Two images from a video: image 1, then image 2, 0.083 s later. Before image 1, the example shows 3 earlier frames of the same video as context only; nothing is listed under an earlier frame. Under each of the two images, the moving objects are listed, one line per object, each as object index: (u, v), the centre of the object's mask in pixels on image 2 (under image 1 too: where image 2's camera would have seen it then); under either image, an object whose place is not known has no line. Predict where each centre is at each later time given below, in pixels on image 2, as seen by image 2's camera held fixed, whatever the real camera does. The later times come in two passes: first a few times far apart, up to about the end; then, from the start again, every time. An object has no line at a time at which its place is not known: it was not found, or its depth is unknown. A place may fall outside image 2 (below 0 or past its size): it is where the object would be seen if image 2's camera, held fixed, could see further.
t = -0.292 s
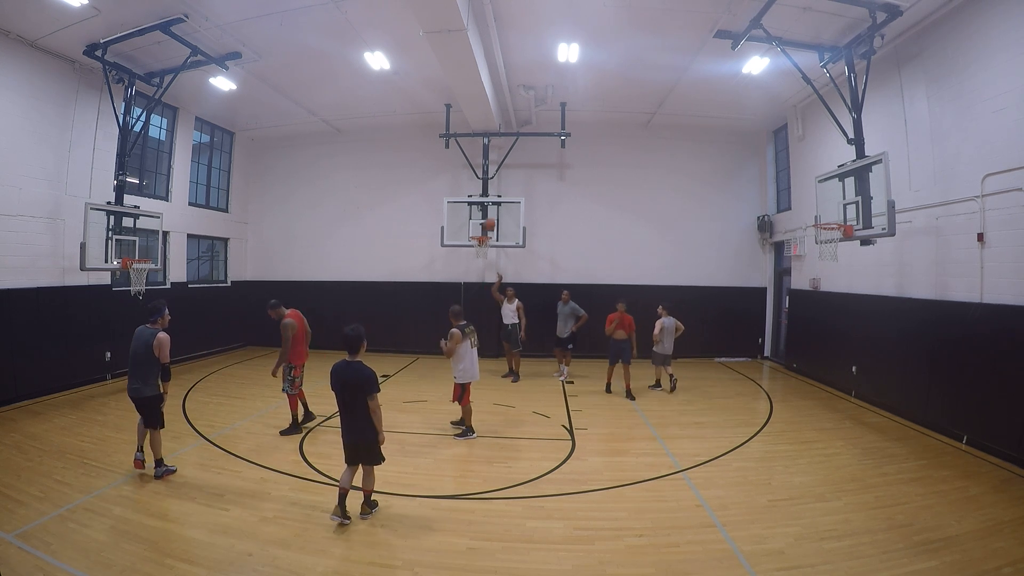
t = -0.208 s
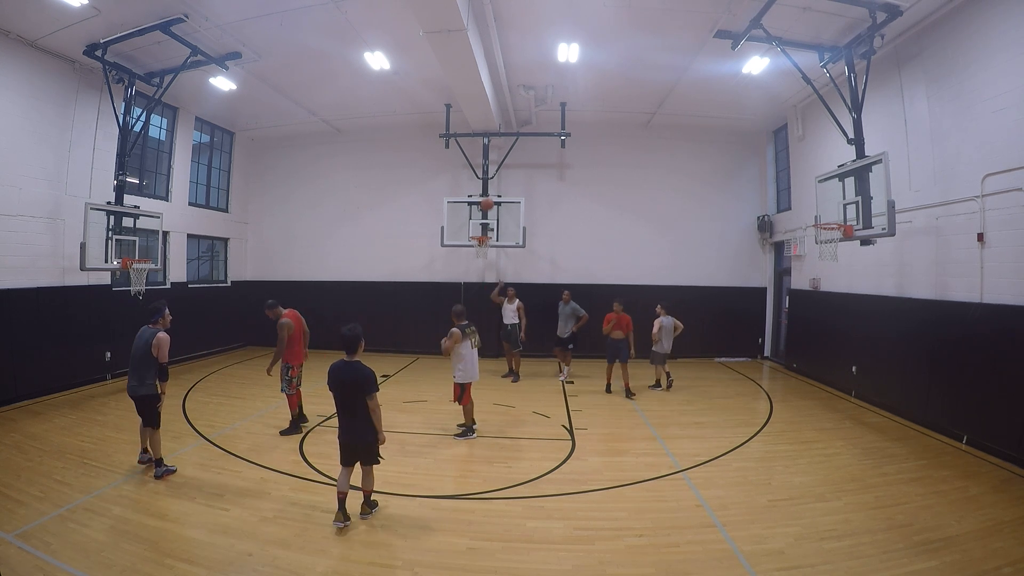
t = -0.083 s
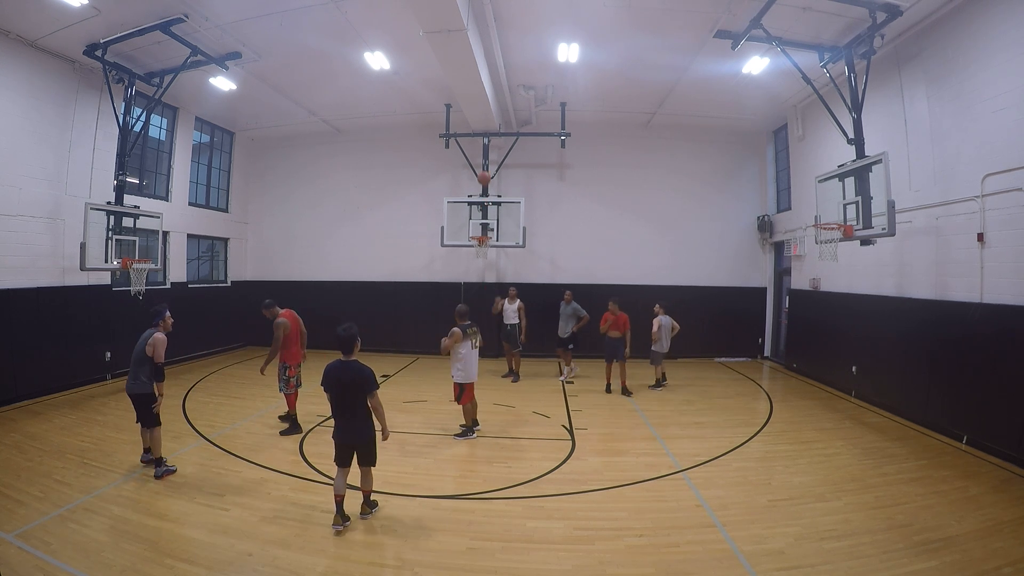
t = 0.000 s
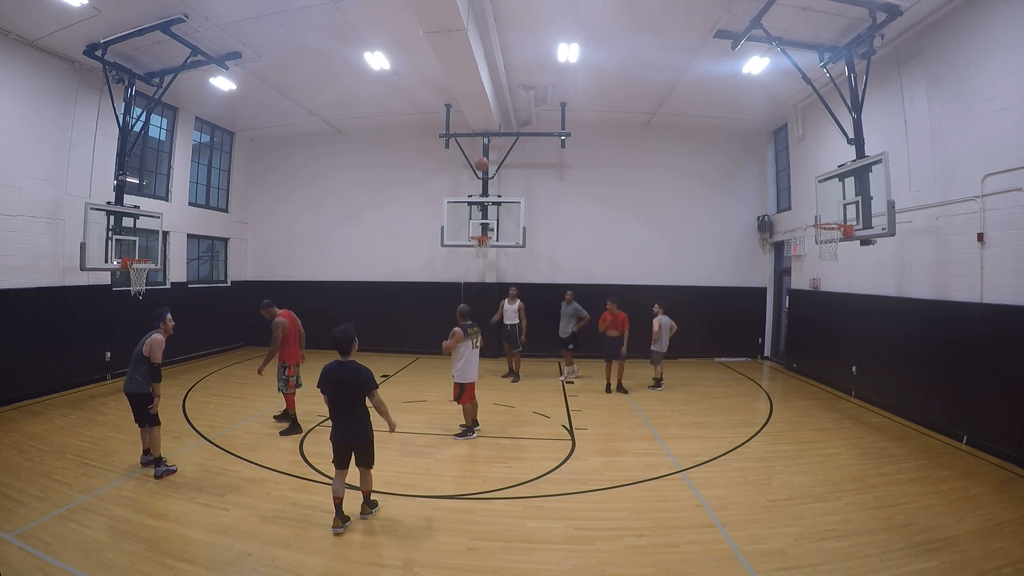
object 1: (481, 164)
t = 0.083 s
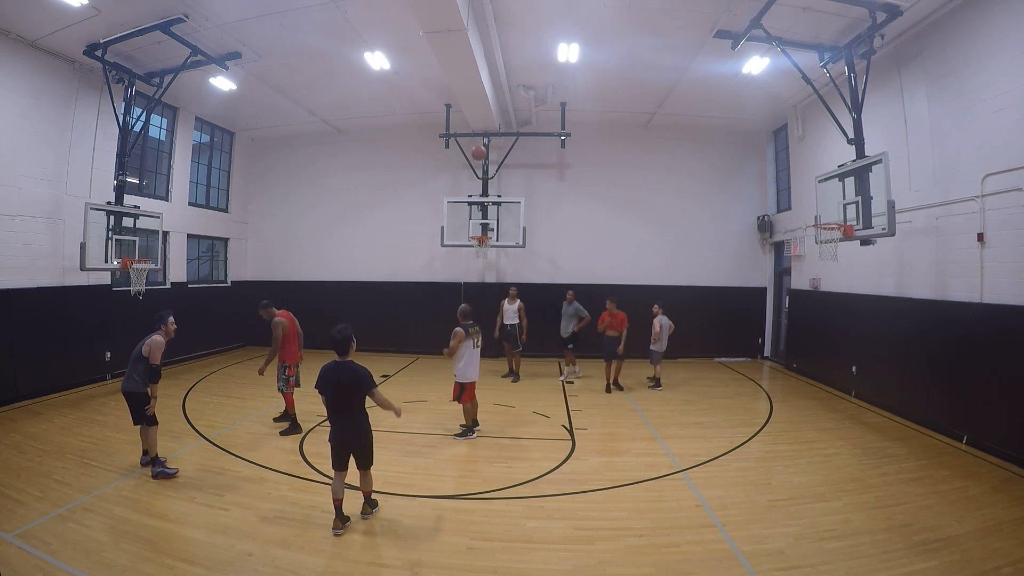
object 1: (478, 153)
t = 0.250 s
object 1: (472, 141)
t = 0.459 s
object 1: (461, 152)
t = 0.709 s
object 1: (440, 223)
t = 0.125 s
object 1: (477, 149)
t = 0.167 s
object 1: (475, 145)
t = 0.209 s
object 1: (474, 142)
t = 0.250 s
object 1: (472, 141)
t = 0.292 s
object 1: (470, 141)
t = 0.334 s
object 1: (468, 142)
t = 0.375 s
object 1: (466, 144)
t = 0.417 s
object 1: (464, 147)
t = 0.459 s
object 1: (461, 152)
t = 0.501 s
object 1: (458, 158)
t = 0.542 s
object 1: (455, 167)
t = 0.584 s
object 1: (452, 177)
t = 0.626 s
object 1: (448, 190)
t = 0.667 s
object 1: (443, 205)
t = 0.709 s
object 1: (440, 223)
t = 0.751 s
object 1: (436, 246)
